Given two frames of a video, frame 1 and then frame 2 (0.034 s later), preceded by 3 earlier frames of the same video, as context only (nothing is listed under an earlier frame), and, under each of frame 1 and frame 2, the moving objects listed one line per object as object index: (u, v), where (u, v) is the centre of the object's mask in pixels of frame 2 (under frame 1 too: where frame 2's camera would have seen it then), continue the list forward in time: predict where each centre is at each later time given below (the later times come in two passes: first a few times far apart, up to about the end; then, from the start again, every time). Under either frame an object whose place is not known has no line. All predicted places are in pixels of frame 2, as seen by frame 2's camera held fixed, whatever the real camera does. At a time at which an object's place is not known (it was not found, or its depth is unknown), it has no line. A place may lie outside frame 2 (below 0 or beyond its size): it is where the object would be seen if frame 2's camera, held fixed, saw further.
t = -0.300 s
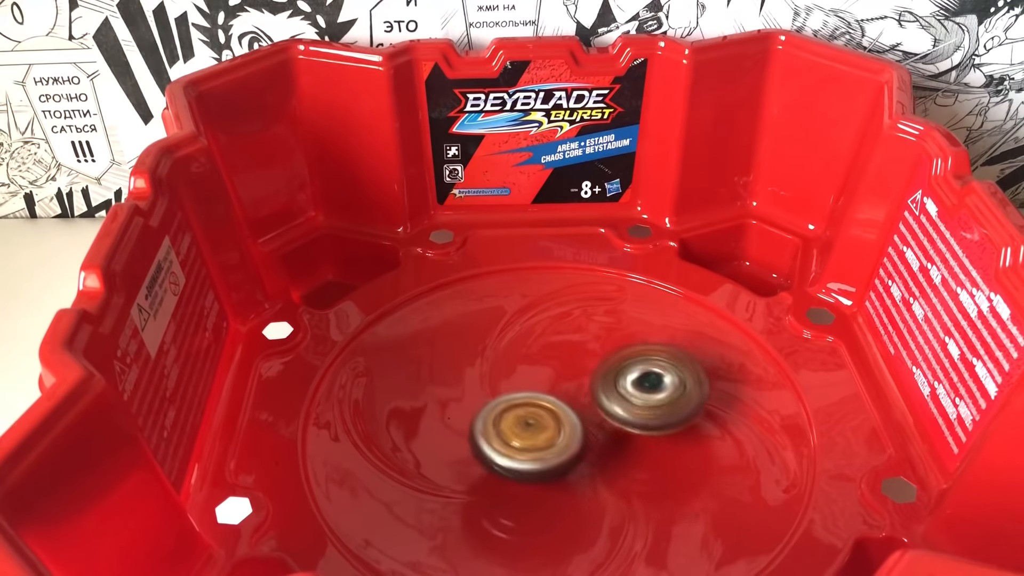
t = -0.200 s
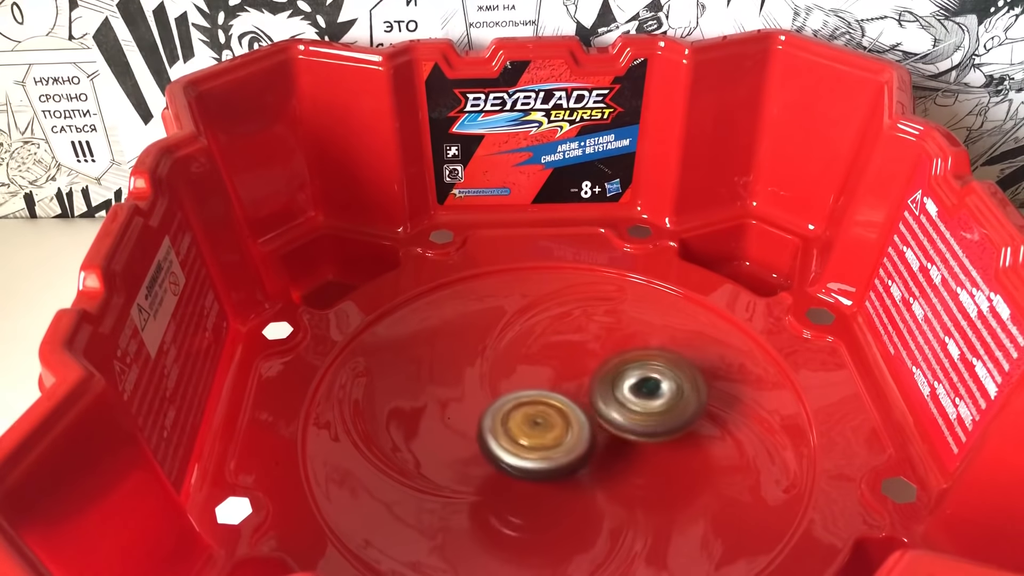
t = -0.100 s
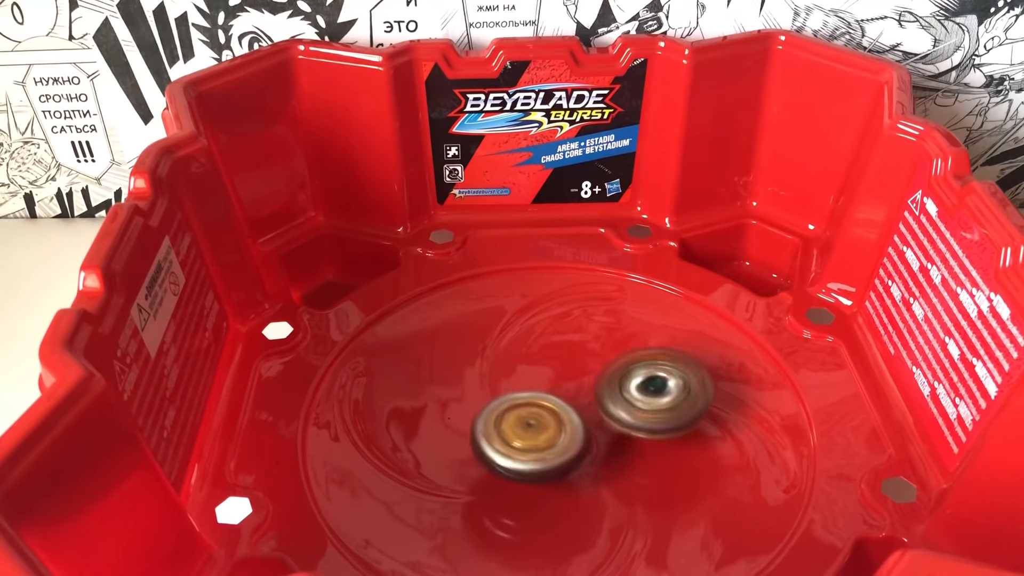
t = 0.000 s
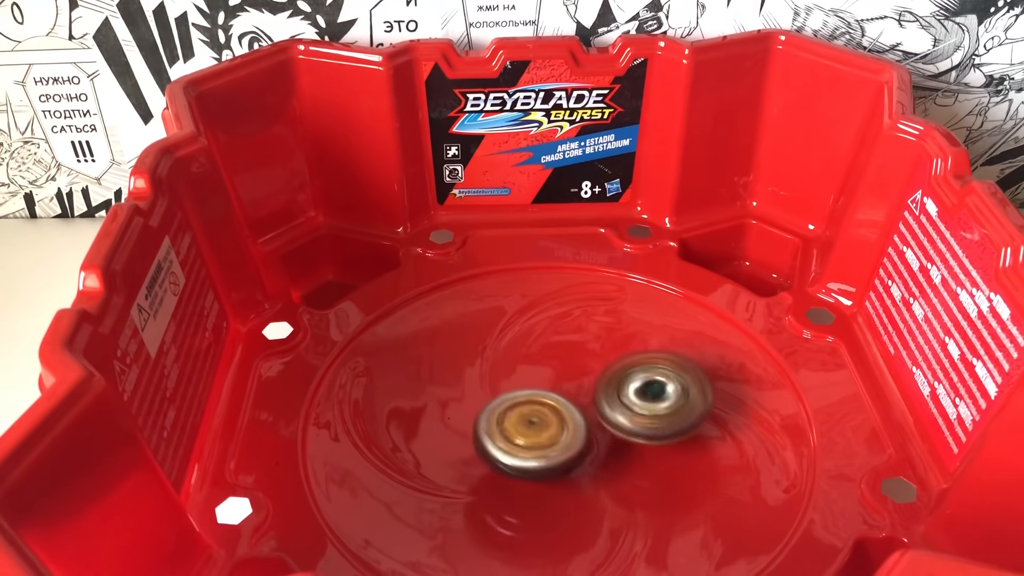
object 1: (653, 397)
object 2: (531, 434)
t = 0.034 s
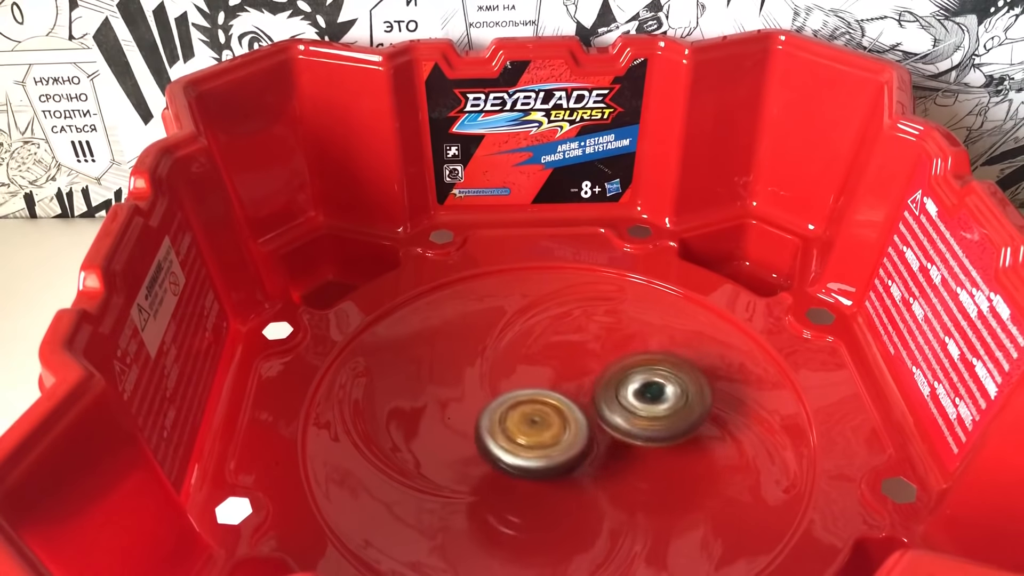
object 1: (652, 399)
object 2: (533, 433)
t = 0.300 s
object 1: (659, 413)
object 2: (526, 424)
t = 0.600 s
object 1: (670, 436)
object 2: (505, 414)
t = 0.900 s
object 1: (641, 449)
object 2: (516, 407)
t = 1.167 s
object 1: (611, 463)
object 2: (534, 385)
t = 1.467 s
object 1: (580, 471)
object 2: (557, 382)
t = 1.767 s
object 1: (553, 474)
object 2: (582, 386)
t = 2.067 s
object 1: (531, 472)
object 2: (596, 399)
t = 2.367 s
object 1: (518, 469)
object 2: (601, 402)
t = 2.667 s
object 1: (505, 465)
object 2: (606, 399)
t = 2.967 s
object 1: (507, 452)
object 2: (598, 396)
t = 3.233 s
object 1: (501, 440)
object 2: (599, 392)
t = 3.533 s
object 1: (502, 431)
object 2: (604, 389)
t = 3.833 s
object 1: (490, 426)
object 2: (616, 388)
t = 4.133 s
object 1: (486, 422)
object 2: (616, 393)
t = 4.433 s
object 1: (465, 422)
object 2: (631, 395)
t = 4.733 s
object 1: (466, 417)
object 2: (628, 396)
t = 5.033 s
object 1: (455, 415)
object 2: (631, 393)
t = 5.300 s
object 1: (469, 406)
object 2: (620, 391)
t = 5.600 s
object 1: (477, 395)
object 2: (613, 390)
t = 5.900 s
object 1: (479, 387)
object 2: (606, 385)
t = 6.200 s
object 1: (478, 388)
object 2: (602, 385)
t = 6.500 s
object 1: (474, 392)
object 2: (612, 394)
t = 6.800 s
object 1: (491, 393)
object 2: (611, 404)
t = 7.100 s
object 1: (489, 386)
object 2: (622, 423)
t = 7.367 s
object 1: (493, 380)
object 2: (603, 428)
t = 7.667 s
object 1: (499, 370)
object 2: (590, 434)
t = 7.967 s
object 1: (495, 368)
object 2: (590, 434)
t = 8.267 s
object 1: (502, 372)
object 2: (599, 431)
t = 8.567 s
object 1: (513, 373)
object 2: (606, 433)
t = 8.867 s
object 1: (521, 370)
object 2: (611, 439)
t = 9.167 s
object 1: (530, 366)
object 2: (610, 442)
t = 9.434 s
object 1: (534, 361)
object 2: (606, 440)
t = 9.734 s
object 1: (534, 357)
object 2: (611, 439)
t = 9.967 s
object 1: (539, 361)
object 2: (612, 435)
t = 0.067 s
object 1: (651, 400)
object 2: (535, 433)
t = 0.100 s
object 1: (656, 402)
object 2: (529, 432)
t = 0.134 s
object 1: (662, 403)
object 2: (523, 430)
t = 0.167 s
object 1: (664, 405)
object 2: (521, 428)
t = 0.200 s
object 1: (663, 407)
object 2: (521, 426)
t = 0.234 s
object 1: (662, 409)
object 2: (523, 425)
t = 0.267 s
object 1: (661, 411)
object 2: (525, 425)
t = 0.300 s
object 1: (659, 413)
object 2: (526, 424)
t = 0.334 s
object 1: (657, 415)
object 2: (527, 423)
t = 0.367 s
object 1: (654, 418)
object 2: (528, 423)
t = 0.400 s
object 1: (652, 420)
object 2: (527, 423)
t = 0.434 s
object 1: (663, 423)
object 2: (516, 421)
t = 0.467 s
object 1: (670, 425)
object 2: (508, 418)
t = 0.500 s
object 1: (672, 427)
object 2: (506, 417)
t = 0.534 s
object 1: (672, 430)
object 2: (506, 416)
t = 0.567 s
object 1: (671, 433)
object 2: (505, 415)
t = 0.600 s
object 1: (670, 436)
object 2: (505, 414)
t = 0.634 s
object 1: (667, 437)
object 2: (505, 413)
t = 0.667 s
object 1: (665, 439)
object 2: (506, 412)
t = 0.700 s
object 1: (663, 441)
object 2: (506, 411)
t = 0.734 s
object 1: (660, 442)
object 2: (507, 410)
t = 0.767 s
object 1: (657, 444)
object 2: (508, 409)
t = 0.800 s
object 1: (654, 445)
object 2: (510, 409)
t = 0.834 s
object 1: (650, 447)
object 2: (512, 408)
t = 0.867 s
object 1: (646, 448)
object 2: (514, 407)
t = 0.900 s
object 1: (641, 449)
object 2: (516, 407)
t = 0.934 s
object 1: (636, 451)
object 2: (519, 406)
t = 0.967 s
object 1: (632, 452)
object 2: (522, 405)
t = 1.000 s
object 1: (626, 454)
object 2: (524, 402)
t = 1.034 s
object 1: (623, 455)
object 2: (526, 400)
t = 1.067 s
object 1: (620, 456)
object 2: (528, 396)
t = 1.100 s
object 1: (616, 457)
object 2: (530, 393)
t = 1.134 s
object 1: (614, 461)
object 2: (532, 388)
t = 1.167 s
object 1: (611, 463)
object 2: (534, 385)
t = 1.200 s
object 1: (607, 466)
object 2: (537, 384)
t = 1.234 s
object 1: (603, 466)
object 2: (540, 383)
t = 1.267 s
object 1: (599, 467)
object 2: (542, 383)
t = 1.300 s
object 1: (596, 469)
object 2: (544, 383)
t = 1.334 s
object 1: (592, 470)
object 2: (547, 382)
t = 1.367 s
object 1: (589, 470)
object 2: (549, 382)
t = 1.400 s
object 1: (586, 471)
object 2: (552, 382)
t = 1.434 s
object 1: (583, 471)
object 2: (554, 382)
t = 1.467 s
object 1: (580, 471)
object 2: (557, 382)
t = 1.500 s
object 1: (577, 471)
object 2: (559, 382)
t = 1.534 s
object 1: (573, 471)
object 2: (562, 383)
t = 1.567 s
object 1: (570, 471)
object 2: (565, 384)
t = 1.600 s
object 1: (567, 470)
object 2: (567, 384)
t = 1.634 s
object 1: (564, 470)
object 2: (570, 385)
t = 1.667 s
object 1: (561, 473)
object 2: (574, 384)
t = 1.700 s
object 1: (558, 474)
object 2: (577, 384)
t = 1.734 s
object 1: (554, 474)
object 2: (580, 384)
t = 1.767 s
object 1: (553, 474)
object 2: (582, 386)
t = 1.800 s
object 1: (550, 474)
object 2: (584, 387)
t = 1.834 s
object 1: (547, 474)
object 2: (585, 389)
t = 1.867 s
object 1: (545, 474)
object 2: (586, 391)
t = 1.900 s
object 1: (543, 473)
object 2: (587, 392)
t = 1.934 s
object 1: (541, 473)
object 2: (588, 394)
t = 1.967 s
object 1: (539, 473)
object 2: (590, 396)
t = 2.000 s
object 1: (536, 474)
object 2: (593, 396)
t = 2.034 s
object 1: (534, 473)
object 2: (595, 398)
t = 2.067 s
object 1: (531, 472)
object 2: (596, 399)
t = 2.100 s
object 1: (530, 472)
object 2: (596, 401)
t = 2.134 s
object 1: (526, 474)
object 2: (599, 399)
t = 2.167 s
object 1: (523, 474)
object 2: (601, 398)
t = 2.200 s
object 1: (521, 474)
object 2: (602, 398)
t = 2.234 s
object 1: (520, 473)
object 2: (602, 399)
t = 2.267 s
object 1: (519, 473)
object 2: (602, 400)
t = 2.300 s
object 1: (518, 472)
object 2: (602, 401)
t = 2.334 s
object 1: (518, 471)
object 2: (602, 401)
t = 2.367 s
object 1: (518, 469)
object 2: (601, 402)
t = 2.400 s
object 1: (518, 467)
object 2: (600, 403)
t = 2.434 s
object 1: (518, 467)
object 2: (600, 404)
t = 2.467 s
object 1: (517, 466)
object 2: (601, 404)
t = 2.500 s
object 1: (516, 465)
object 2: (602, 404)
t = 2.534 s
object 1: (512, 467)
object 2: (605, 402)
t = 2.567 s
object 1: (507, 469)
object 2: (608, 399)
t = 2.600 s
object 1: (505, 467)
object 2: (609, 399)
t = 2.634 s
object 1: (505, 466)
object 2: (608, 398)
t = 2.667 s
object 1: (505, 465)
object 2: (606, 399)
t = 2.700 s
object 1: (506, 463)
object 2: (604, 399)
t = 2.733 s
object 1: (507, 461)
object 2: (602, 399)
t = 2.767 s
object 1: (509, 459)
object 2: (600, 399)
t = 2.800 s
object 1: (510, 457)
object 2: (598, 398)
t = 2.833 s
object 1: (508, 457)
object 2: (599, 397)
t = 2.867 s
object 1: (508, 456)
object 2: (600, 396)
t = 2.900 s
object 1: (508, 454)
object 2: (600, 396)
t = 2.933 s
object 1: (509, 453)
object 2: (599, 396)
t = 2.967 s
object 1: (507, 452)
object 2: (598, 396)
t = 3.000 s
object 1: (502, 451)
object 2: (601, 395)
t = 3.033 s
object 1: (499, 449)
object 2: (601, 395)
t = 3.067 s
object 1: (499, 448)
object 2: (601, 395)
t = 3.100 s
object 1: (499, 447)
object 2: (601, 394)
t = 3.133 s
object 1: (500, 445)
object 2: (601, 393)
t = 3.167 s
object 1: (500, 443)
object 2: (600, 393)
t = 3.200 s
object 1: (501, 441)
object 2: (600, 393)
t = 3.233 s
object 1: (501, 440)
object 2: (599, 392)
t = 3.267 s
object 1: (499, 439)
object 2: (601, 391)
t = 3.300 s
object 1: (497, 439)
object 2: (603, 390)
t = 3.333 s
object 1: (498, 438)
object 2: (603, 390)
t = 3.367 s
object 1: (498, 437)
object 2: (603, 389)
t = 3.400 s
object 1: (500, 435)
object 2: (603, 389)
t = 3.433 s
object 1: (501, 433)
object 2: (603, 389)
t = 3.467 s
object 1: (501, 432)
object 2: (603, 389)
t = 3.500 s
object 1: (501, 432)
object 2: (604, 389)
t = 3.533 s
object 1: (502, 431)
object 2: (604, 389)
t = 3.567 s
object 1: (501, 430)
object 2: (605, 389)
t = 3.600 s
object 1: (500, 429)
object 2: (607, 389)
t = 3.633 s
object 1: (500, 428)
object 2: (607, 389)
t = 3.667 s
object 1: (501, 427)
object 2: (607, 390)
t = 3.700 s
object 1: (501, 426)
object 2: (606, 390)
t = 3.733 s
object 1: (494, 428)
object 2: (612, 388)
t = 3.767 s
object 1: (490, 428)
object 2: (616, 387)
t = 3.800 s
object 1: (490, 428)
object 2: (617, 388)
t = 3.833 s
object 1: (490, 426)
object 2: (616, 388)
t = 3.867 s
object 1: (490, 425)
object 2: (616, 389)
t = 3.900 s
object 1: (491, 425)
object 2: (614, 389)
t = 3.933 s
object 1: (491, 424)
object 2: (613, 390)
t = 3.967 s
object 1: (492, 423)
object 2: (611, 391)
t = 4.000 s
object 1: (493, 422)
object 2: (610, 391)
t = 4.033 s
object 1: (494, 422)
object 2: (609, 392)
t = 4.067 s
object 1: (495, 421)
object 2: (607, 393)
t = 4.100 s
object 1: (493, 421)
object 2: (610, 393)
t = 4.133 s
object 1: (486, 422)
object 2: (616, 393)
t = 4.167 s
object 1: (484, 422)
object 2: (618, 394)
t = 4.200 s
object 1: (485, 422)
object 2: (618, 395)
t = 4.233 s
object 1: (486, 421)
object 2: (617, 396)
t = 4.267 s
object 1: (487, 420)
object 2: (615, 397)
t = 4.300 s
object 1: (488, 419)
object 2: (613, 398)
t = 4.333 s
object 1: (489, 418)
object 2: (611, 400)
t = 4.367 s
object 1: (491, 418)
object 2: (608, 401)
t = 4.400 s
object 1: (485, 418)
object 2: (613, 399)
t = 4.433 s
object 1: (465, 422)
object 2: (631, 395)
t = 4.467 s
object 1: (456, 423)
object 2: (640, 394)
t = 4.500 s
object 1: (455, 422)
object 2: (644, 394)
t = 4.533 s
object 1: (455, 421)
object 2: (645, 394)
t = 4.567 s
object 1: (455, 420)
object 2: (644, 394)
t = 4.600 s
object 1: (456, 419)
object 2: (641, 395)
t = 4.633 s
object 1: (459, 419)
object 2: (638, 395)
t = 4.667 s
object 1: (461, 418)
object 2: (635, 396)
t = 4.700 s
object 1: (464, 418)
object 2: (632, 396)
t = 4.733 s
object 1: (466, 417)
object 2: (628, 396)
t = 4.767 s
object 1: (469, 417)
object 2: (624, 396)
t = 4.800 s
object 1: (471, 416)
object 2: (620, 397)
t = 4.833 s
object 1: (474, 415)
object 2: (616, 397)
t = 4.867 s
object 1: (477, 414)
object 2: (612, 398)
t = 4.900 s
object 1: (480, 414)
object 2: (608, 399)
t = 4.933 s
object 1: (483, 412)
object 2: (603, 400)
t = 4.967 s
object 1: (480, 413)
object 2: (606, 399)
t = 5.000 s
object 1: (463, 415)
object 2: (622, 395)
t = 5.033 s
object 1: (455, 415)
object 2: (631, 393)
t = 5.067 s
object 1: (454, 415)
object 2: (634, 393)
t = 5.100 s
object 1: (456, 413)
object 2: (632, 393)
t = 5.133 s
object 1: (458, 411)
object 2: (631, 392)
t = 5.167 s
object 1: (459, 410)
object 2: (629, 392)
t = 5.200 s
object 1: (462, 409)
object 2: (627, 392)
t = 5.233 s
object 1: (465, 408)
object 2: (625, 392)
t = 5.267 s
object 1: (467, 407)
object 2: (623, 391)
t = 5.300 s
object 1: (469, 406)
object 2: (620, 391)
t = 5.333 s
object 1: (471, 404)
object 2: (617, 391)
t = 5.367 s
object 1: (473, 403)
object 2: (614, 391)
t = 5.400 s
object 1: (475, 402)
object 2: (612, 391)
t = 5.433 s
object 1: (478, 401)
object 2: (609, 391)
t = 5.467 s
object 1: (481, 399)
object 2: (605, 391)
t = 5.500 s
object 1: (483, 398)
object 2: (602, 392)
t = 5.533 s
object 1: (481, 397)
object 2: (606, 391)
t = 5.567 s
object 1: (476, 396)
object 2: (612, 390)
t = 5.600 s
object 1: (477, 395)
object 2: (613, 390)
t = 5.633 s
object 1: (479, 393)
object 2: (611, 390)
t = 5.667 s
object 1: (480, 391)
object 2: (609, 390)
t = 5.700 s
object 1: (481, 390)
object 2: (606, 389)
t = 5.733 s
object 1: (483, 389)
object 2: (604, 389)
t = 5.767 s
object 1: (483, 388)
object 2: (602, 388)
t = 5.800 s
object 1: (477, 389)
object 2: (607, 386)
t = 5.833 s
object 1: (477, 388)
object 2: (608, 385)
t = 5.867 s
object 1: (478, 388)
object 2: (608, 385)
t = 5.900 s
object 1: (479, 387)
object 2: (606, 385)
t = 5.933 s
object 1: (480, 386)
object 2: (603, 385)
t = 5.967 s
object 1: (482, 386)
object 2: (601, 385)
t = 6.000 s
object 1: (480, 386)
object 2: (601, 385)
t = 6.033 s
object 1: (474, 387)
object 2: (606, 383)
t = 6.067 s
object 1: (474, 387)
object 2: (607, 383)
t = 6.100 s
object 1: (474, 387)
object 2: (607, 384)
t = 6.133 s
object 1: (476, 388)
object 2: (606, 384)
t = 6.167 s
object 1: (477, 388)
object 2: (604, 385)
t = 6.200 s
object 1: (478, 388)
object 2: (602, 385)
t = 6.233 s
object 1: (479, 388)
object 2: (599, 386)
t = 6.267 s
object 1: (481, 388)
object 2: (597, 386)
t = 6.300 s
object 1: (478, 389)
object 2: (601, 387)
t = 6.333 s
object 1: (477, 390)
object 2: (604, 388)
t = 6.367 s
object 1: (480, 390)
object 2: (604, 389)
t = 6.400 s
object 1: (481, 390)
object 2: (603, 391)
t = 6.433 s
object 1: (482, 391)
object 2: (601, 392)
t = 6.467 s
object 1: (481, 391)
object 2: (603, 392)
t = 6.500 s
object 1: (474, 392)
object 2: (612, 394)
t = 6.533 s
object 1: (474, 393)
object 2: (616, 395)
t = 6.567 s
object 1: (476, 393)
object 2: (617, 397)
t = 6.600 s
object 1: (478, 392)
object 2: (617, 398)
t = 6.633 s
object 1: (480, 392)
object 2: (617, 399)
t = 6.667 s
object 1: (482, 392)
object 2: (616, 400)
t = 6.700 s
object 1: (485, 393)
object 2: (615, 401)
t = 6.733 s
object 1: (487, 393)
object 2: (613, 402)
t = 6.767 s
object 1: (489, 394)
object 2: (611, 403)
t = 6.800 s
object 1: (491, 393)
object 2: (611, 404)
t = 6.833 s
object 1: (490, 393)
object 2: (614, 406)
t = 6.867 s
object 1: (493, 392)
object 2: (614, 408)
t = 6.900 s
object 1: (495, 391)
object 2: (613, 410)
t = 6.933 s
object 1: (495, 391)
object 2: (613, 412)
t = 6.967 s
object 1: (487, 389)
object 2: (621, 415)
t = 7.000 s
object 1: (483, 388)
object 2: (625, 418)
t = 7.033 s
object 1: (485, 388)
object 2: (625, 420)
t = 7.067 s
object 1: (487, 386)
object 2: (624, 422)
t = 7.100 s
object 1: (489, 386)
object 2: (622, 423)
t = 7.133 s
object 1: (489, 385)
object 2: (619, 424)
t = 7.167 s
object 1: (490, 384)
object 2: (616, 424)
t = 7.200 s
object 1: (491, 383)
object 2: (613, 424)
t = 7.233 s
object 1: (492, 383)
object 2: (609, 425)
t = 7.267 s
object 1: (494, 382)
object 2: (606, 425)
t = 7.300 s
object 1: (495, 381)
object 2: (604, 426)
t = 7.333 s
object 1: (494, 380)
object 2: (603, 427)
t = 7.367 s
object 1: (493, 380)
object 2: (603, 428)
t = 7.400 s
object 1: (496, 379)
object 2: (600, 429)
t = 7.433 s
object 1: (495, 377)
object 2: (601, 431)
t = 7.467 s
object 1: (492, 375)
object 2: (601, 433)
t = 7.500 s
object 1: (493, 373)
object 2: (599, 434)
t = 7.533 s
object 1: (494, 371)
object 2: (597, 435)
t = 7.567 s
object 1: (495, 370)
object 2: (595, 435)
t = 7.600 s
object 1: (496, 370)
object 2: (594, 435)
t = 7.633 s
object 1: (498, 369)
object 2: (592, 434)
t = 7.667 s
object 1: (499, 370)
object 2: (590, 434)
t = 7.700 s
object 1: (501, 370)
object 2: (589, 433)
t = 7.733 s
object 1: (500, 369)
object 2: (588, 433)
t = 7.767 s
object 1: (496, 368)
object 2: (589, 434)
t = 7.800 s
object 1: (494, 368)
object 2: (590, 436)
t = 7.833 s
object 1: (496, 368)
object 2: (589, 435)
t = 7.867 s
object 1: (497, 368)
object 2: (588, 434)
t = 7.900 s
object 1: (498, 369)
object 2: (586, 433)
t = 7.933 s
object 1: (498, 369)
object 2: (587, 433)
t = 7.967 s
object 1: (495, 368)
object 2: (590, 434)
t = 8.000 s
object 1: (495, 368)
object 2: (591, 434)
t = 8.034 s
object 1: (497, 368)
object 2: (592, 433)
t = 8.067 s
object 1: (499, 368)
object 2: (592, 432)
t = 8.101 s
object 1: (500, 369)
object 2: (592, 431)
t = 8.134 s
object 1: (501, 370)
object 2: (593, 430)
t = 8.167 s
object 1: (500, 369)
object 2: (596, 431)
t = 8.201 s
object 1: (498, 369)
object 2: (597, 432)
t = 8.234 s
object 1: (499, 370)
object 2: (598, 432)
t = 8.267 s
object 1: (502, 372)
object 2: (599, 431)
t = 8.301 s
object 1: (503, 372)
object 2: (600, 431)
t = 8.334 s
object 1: (504, 372)
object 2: (601, 431)
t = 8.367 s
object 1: (505, 372)
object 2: (602, 431)
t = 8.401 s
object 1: (505, 373)
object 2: (603, 432)
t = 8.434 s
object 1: (507, 374)
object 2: (603, 431)
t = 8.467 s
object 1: (510, 373)
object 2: (605, 431)
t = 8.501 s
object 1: (511, 373)
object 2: (605, 432)
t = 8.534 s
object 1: (512, 373)
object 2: (605, 432)
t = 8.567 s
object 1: (513, 373)
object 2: (606, 433)
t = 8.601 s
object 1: (514, 373)
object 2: (607, 433)
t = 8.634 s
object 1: (515, 373)
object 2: (608, 434)
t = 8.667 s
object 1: (514, 372)
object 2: (610, 435)
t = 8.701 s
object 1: (516, 373)
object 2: (610, 436)
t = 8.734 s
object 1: (519, 373)
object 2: (610, 436)
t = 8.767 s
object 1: (520, 372)
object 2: (609, 436)
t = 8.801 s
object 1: (521, 372)
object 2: (609, 437)
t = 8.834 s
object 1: (522, 372)
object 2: (608, 437)
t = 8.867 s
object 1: (521, 370)
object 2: (611, 439)
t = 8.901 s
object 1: (520, 367)
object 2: (612, 442)
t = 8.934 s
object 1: (521, 367)
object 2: (612, 442)
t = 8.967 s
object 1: (523, 367)
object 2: (613, 443)
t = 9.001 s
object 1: (524, 366)
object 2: (613, 443)
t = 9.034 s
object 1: (524, 366)
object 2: (612, 444)
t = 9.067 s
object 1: (526, 366)
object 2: (612, 444)
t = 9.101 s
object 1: (527, 366)
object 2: (612, 443)
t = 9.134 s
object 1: (529, 366)
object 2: (611, 443)
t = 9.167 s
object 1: (530, 366)
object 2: (610, 442)
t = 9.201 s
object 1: (531, 366)
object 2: (608, 441)
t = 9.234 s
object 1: (533, 366)
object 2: (607, 440)
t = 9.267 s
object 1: (534, 366)
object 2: (606, 439)
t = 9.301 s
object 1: (532, 364)
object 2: (608, 440)
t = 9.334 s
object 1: (529, 361)
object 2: (608, 442)
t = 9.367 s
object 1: (530, 362)
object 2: (607, 442)
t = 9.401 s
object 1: (532, 362)
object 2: (607, 440)
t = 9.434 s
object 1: (534, 361)
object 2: (606, 440)
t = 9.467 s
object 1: (535, 361)
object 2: (607, 439)
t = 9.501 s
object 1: (536, 361)
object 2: (606, 437)
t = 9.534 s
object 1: (537, 360)
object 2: (606, 437)
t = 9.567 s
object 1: (537, 359)
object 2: (606, 437)
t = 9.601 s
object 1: (536, 360)
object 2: (605, 435)
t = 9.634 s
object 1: (534, 358)
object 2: (608, 438)
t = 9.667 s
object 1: (533, 357)
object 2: (609, 439)
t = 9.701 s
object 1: (534, 357)
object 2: (610, 439)
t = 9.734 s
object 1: (534, 357)
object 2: (611, 439)
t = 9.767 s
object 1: (535, 358)
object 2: (611, 439)
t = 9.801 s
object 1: (536, 358)
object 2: (612, 438)
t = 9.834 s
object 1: (537, 359)
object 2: (612, 438)
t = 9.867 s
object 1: (537, 360)
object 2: (613, 437)
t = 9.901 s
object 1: (539, 361)
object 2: (612, 436)
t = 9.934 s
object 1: (540, 361)
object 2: (612, 435)
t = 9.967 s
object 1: (539, 361)
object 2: (612, 435)
